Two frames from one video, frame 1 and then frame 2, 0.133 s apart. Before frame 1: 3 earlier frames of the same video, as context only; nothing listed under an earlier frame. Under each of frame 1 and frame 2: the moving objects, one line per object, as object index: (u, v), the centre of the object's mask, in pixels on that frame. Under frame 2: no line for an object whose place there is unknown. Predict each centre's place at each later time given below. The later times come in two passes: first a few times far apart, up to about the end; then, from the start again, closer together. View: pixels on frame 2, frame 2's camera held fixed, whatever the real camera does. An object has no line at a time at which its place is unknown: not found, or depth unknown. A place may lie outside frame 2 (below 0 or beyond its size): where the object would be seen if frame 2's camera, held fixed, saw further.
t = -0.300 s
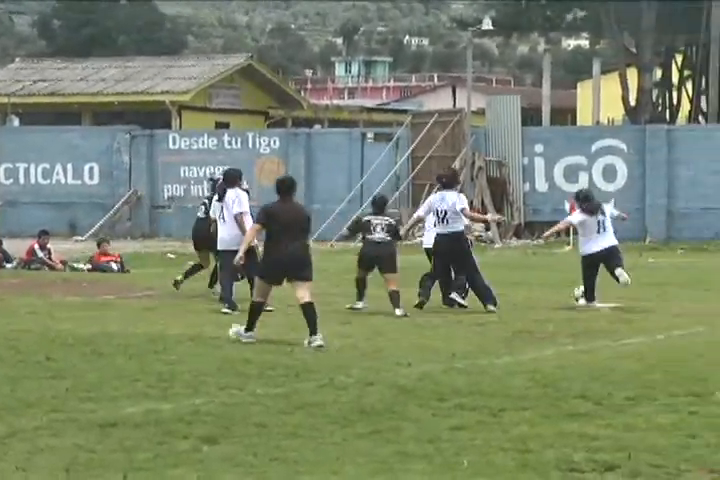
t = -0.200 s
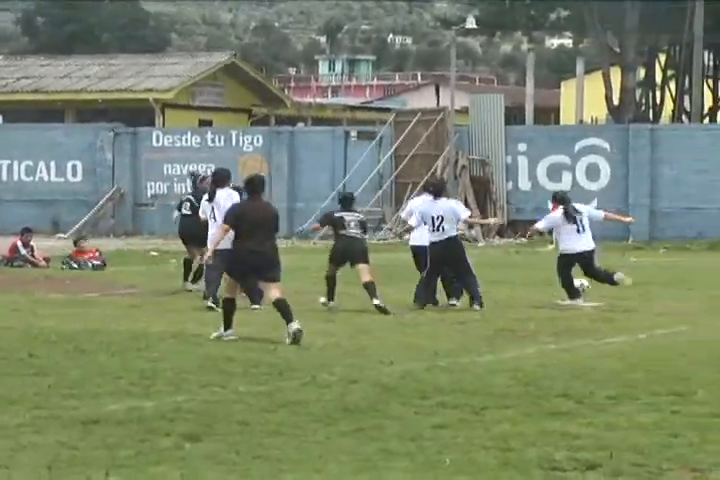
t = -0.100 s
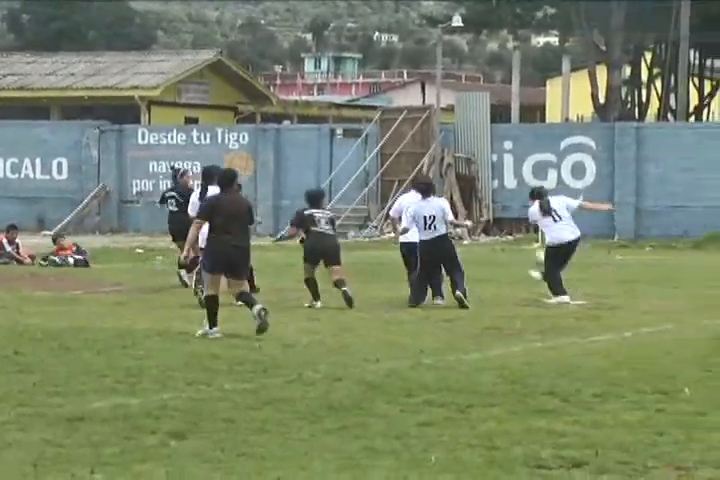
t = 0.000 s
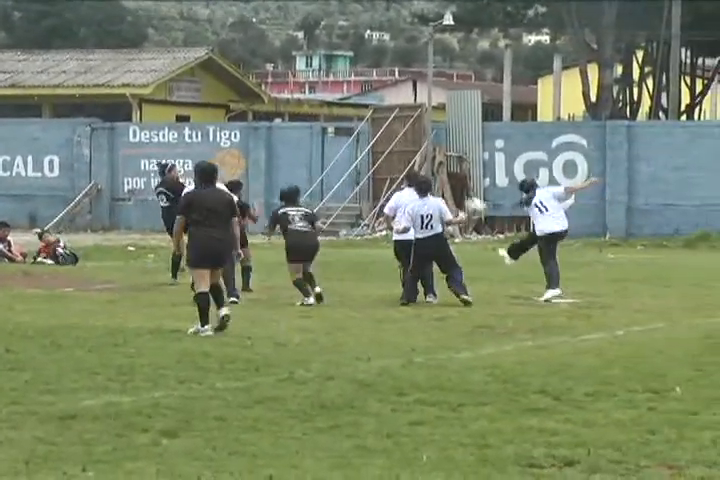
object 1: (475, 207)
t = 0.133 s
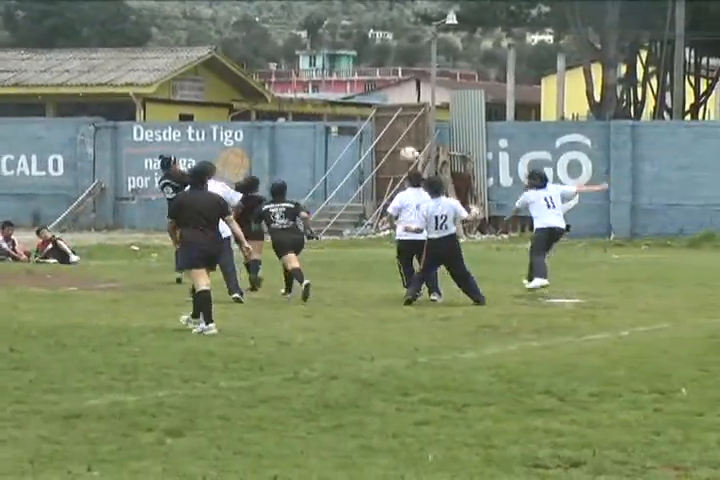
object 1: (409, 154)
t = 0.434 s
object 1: (281, 91)
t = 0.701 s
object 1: (194, 88)
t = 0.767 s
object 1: (174, 93)
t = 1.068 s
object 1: (94, 143)
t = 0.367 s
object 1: (306, 100)
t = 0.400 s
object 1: (293, 96)
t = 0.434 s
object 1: (281, 91)
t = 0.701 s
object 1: (194, 88)
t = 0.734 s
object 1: (183, 90)
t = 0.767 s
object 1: (174, 93)
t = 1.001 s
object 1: (111, 128)
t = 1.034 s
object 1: (102, 135)
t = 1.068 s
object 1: (94, 143)
